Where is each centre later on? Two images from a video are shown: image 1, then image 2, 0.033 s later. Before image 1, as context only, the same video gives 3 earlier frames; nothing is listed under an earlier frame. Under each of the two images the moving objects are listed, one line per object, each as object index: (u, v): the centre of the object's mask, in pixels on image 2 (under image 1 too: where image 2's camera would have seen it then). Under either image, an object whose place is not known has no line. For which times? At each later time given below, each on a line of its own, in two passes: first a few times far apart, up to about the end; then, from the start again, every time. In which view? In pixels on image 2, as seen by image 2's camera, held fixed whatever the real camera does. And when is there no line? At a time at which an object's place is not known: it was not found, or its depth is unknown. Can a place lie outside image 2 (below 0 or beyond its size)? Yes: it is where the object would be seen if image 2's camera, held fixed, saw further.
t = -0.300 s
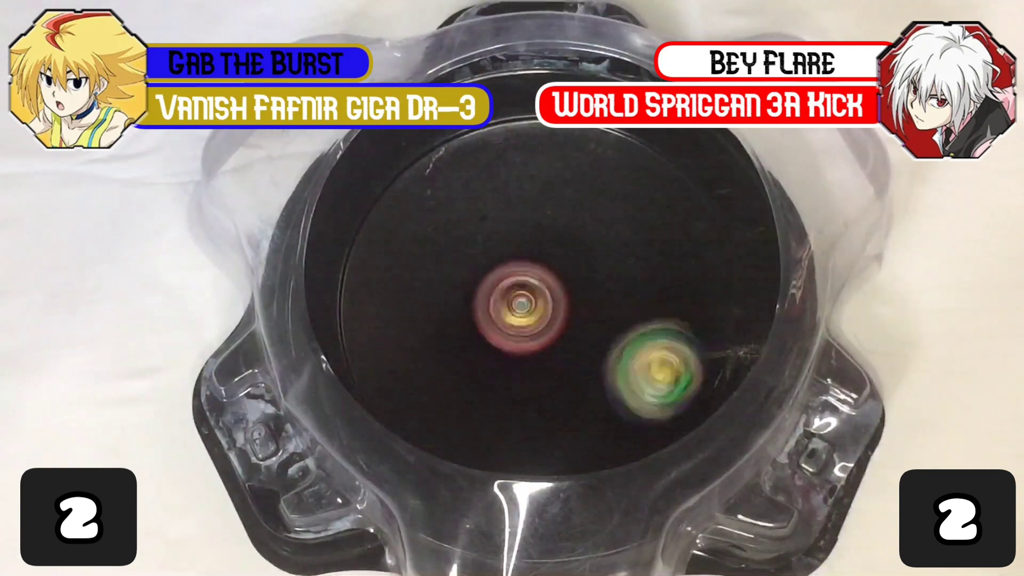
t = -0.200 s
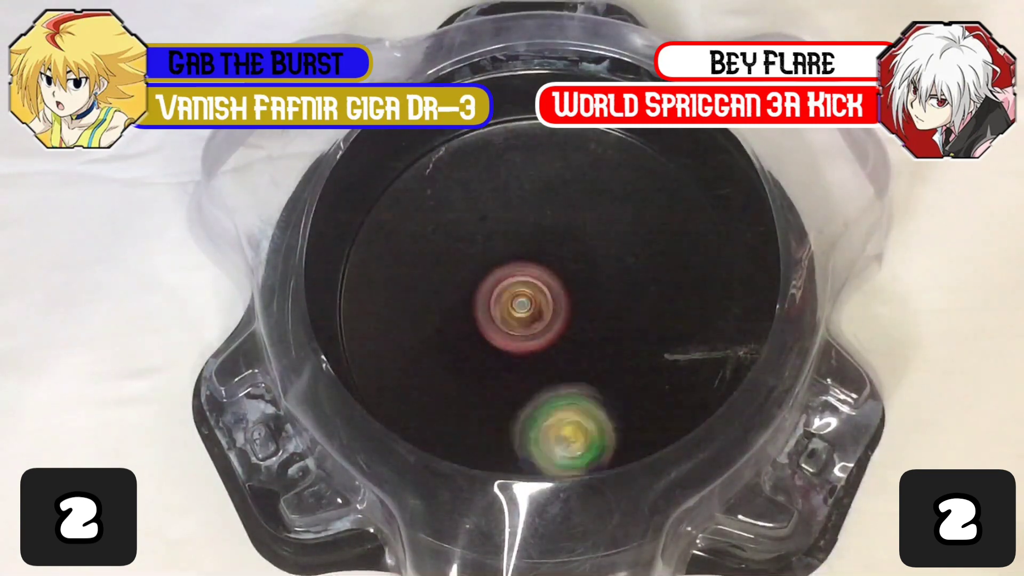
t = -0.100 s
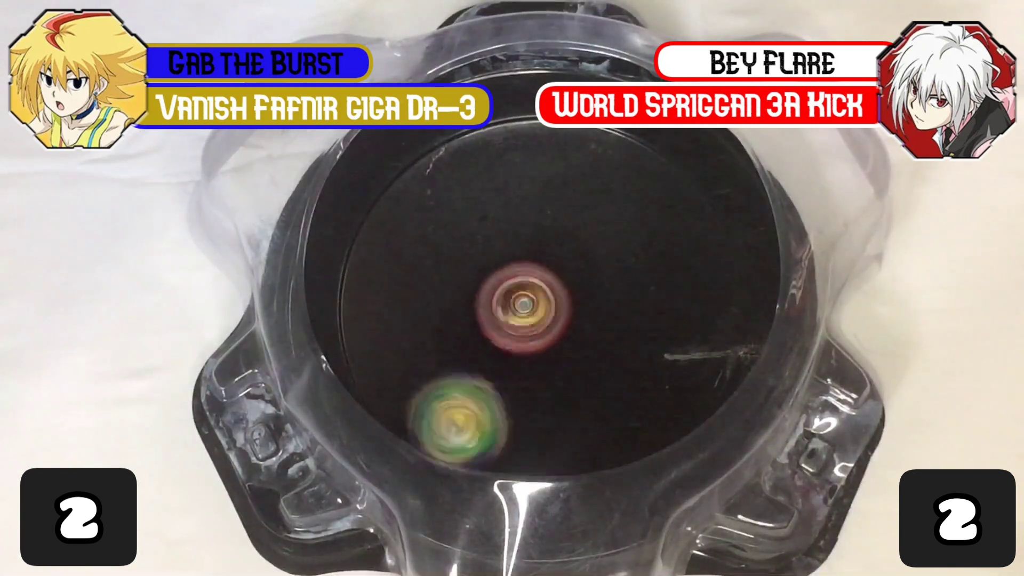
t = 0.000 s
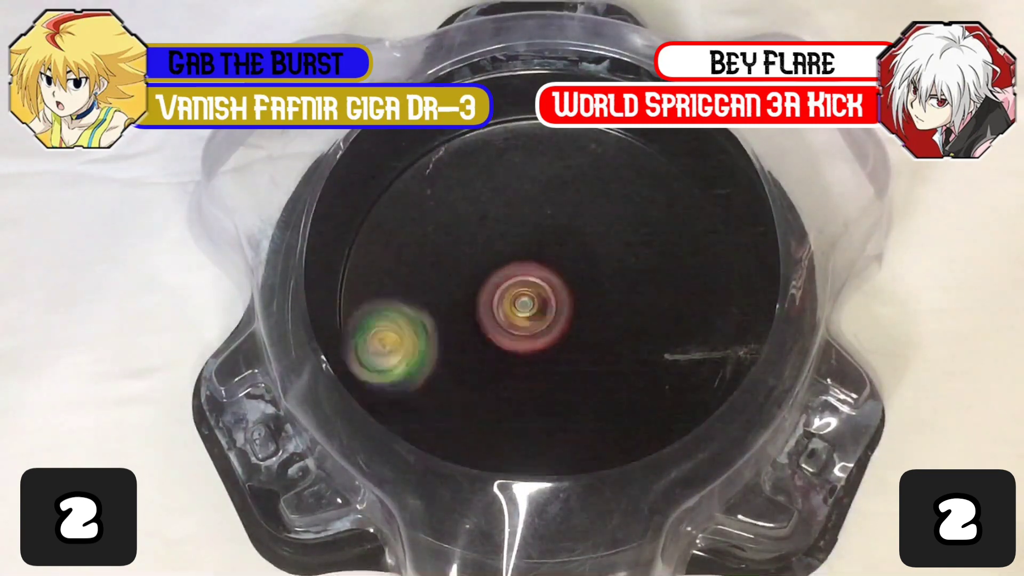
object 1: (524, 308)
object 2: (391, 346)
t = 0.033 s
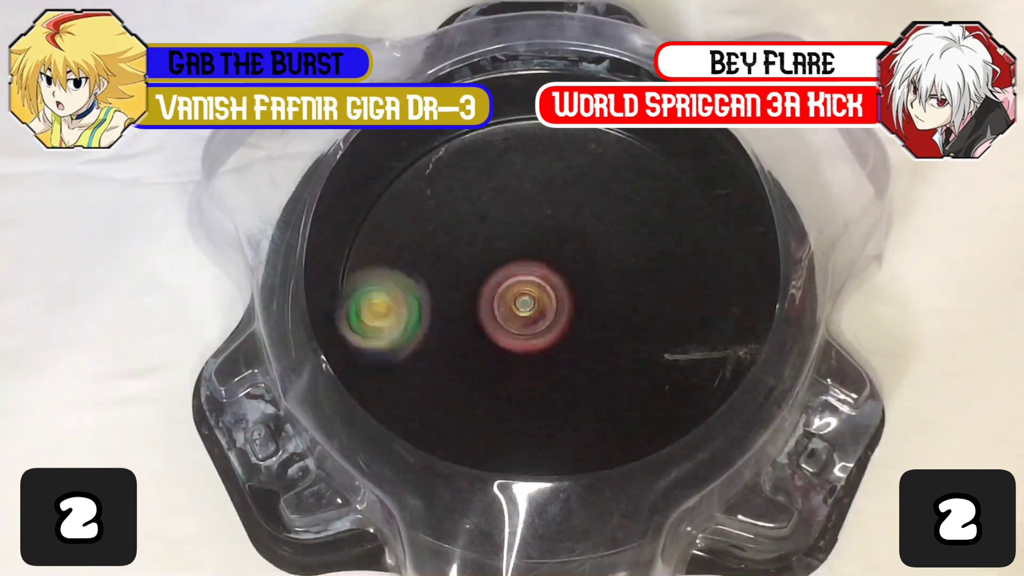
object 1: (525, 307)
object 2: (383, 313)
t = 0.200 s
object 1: (527, 304)
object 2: (460, 175)
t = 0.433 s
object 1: (529, 298)
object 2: (661, 245)
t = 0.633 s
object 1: (528, 294)
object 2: (592, 417)
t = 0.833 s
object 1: (525, 292)
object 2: (413, 366)
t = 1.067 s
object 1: (522, 293)
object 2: (477, 180)
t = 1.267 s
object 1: (521, 296)
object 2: (646, 236)
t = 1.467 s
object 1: (523, 299)
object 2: (599, 401)
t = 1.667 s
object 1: (528, 301)
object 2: (428, 366)
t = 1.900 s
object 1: (533, 301)
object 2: (481, 193)
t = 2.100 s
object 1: (534, 299)
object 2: (631, 241)
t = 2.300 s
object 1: (533, 296)
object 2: (590, 389)
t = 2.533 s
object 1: (530, 295)
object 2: (428, 332)
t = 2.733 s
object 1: (526, 296)
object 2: (490, 206)
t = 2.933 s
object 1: (524, 299)
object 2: (622, 252)
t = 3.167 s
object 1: (522, 303)
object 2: (569, 392)
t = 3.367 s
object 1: (508, 269)
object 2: (453, 395)
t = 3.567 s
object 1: (521, 245)
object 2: (437, 313)
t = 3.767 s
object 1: (563, 202)
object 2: (453, 308)
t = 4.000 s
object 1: (561, 222)
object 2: (520, 323)
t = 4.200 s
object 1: (549, 254)
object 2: (560, 351)
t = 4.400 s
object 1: (511, 253)
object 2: (589, 395)
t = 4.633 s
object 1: (520, 277)
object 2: (569, 376)
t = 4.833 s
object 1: (474, 268)
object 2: (578, 317)
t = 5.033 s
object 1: (479, 265)
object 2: (606, 252)
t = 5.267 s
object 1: (492, 267)
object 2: (603, 255)
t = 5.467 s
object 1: (501, 290)
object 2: (593, 257)
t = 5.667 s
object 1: (501, 318)
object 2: (591, 249)
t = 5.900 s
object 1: (528, 344)
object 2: (556, 254)
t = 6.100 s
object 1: (559, 343)
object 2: (523, 245)
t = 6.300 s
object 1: (573, 313)
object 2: (505, 245)
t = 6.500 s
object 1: (564, 304)
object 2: (478, 249)
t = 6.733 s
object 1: (560, 291)
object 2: (466, 266)
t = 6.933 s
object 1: (578, 286)
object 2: (471, 312)
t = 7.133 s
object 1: (579, 270)
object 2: (514, 335)
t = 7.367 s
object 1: (539, 253)
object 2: (576, 351)
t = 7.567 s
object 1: (493, 274)
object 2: (572, 353)
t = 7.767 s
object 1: (471, 310)
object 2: (574, 349)
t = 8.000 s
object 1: (494, 336)
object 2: (574, 350)
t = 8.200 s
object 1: (491, 327)
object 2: (581, 341)
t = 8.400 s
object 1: (493, 322)
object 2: (578, 343)
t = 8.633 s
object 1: (489, 319)
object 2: (575, 345)
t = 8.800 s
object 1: (488, 311)
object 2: (575, 345)
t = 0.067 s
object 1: (525, 307)
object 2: (382, 281)
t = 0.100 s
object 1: (526, 306)
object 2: (392, 248)
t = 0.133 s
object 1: (526, 306)
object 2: (408, 220)
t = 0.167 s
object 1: (527, 305)
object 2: (431, 194)
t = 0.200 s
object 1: (527, 304)
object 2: (460, 175)
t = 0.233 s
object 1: (528, 303)
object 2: (492, 164)
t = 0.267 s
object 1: (528, 303)
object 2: (525, 160)
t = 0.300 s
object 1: (529, 302)
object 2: (559, 164)
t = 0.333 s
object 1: (529, 301)
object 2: (591, 174)
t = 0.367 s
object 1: (529, 300)
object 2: (620, 192)
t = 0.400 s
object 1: (529, 299)
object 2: (644, 216)
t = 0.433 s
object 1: (529, 298)
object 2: (661, 245)
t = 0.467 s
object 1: (529, 297)
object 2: (670, 277)
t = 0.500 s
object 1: (529, 296)
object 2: (669, 310)
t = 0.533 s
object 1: (529, 296)
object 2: (661, 342)
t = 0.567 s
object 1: (528, 295)
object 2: (645, 372)
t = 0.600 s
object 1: (528, 295)
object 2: (622, 398)
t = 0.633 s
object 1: (528, 294)
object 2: (592, 417)
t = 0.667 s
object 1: (528, 293)
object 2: (560, 428)
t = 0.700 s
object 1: (527, 292)
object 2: (524, 431)
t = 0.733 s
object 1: (527, 292)
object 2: (490, 425)
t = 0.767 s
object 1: (526, 292)
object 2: (459, 412)
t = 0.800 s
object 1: (526, 292)
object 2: (432, 392)
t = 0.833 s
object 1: (525, 292)
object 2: (413, 366)
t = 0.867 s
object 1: (525, 292)
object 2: (399, 337)
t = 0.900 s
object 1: (524, 292)
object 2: (395, 306)
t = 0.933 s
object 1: (524, 292)
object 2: (397, 274)
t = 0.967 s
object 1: (523, 292)
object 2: (409, 245)
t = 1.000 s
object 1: (523, 293)
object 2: (426, 218)
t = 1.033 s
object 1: (522, 293)
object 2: (450, 196)
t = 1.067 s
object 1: (522, 293)
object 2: (477, 180)
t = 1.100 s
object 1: (522, 293)
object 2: (510, 173)
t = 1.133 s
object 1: (521, 294)
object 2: (541, 172)
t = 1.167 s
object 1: (521, 295)
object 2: (573, 178)
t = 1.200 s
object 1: (521, 295)
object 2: (602, 192)
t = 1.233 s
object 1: (521, 296)
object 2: (626, 212)
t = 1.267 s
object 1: (521, 296)
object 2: (646, 236)
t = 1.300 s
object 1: (521, 297)
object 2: (658, 265)
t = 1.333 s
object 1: (522, 298)
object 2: (661, 295)
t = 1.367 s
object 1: (522, 298)
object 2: (656, 325)
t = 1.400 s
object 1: (522, 299)
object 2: (643, 355)
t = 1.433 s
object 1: (522, 300)
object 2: (624, 381)
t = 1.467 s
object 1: (523, 299)
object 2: (599, 401)
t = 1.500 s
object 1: (524, 300)
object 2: (570, 413)
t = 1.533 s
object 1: (525, 301)
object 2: (538, 419)
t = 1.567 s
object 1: (526, 301)
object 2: (505, 415)
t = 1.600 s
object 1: (526, 301)
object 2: (475, 405)
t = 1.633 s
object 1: (527, 301)
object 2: (449, 388)
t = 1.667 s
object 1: (528, 301)
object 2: (428, 366)
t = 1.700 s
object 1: (529, 302)
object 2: (416, 339)
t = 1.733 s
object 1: (529, 302)
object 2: (409, 310)
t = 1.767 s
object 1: (530, 302)
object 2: (411, 281)
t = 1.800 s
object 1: (530, 302)
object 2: (420, 254)
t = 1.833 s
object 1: (531, 301)
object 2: (434, 229)
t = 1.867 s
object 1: (532, 301)
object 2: (456, 208)
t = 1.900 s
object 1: (533, 301)
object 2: (481, 193)
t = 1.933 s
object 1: (533, 301)
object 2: (509, 185)
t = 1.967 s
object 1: (533, 301)
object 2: (538, 183)
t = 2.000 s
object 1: (533, 300)
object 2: (566, 190)
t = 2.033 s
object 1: (534, 299)
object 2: (592, 201)
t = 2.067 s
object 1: (534, 299)
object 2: (614, 219)
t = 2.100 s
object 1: (534, 299)
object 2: (631, 241)
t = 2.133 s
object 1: (534, 298)
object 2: (642, 266)
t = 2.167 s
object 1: (534, 298)
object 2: (646, 293)
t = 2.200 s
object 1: (534, 297)
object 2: (642, 321)
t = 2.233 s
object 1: (534, 296)
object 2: (630, 348)
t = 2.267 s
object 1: (534, 296)
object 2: (612, 370)
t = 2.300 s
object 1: (533, 296)
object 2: (590, 389)
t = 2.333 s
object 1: (533, 295)
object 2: (564, 400)
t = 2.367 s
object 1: (533, 295)
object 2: (535, 406)
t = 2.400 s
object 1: (532, 294)
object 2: (505, 403)
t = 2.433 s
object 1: (532, 294)
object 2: (479, 393)
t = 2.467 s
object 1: (531, 295)
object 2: (457, 376)
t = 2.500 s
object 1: (531, 294)
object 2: (439, 356)
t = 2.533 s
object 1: (530, 295)
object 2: (428, 332)
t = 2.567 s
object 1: (529, 294)
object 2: (423, 307)
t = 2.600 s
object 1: (529, 295)
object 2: (426, 281)
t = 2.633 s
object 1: (528, 295)
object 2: (434, 256)
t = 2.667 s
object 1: (527, 295)
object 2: (448, 235)
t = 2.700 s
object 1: (527, 296)
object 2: (467, 218)
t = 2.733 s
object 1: (526, 296)
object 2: (490, 206)
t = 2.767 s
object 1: (526, 296)
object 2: (515, 200)
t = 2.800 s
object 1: (525, 297)
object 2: (541, 200)
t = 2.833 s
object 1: (525, 298)
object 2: (566, 206)
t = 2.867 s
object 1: (525, 298)
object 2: (588, 217)
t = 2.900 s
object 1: (524, 299)
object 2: (607, 233)
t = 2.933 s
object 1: (524, 299)
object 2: (622, 252)
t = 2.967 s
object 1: (524, 300)
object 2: (631, 274)
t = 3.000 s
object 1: (524, 301)
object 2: (632, 298)
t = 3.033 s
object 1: (524, 301)
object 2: (628, 320)
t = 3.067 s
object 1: (524, 302)
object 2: (619, 343)
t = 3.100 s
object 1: (524, 302)
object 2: (606, 363)
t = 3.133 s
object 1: (522, 303)
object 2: (588, 381)
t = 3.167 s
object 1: (522, 303)
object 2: (569, 392)
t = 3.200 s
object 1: (522, 303)
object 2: (545, 400)
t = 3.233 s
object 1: (521, 302)
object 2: (521, 401)
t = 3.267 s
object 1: (516, 289)
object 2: (503, 407)
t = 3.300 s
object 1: (512, 279)
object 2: (483, 409)
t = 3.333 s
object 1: (510, 272)
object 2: (467, 403)
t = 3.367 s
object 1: (508, 269)
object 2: (453, 395)
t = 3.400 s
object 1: (508, 266)
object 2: (443, 382)
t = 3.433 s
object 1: (508, 265)
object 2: (436, 367)
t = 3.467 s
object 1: (508, 264)
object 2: (434, 350)
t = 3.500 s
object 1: (508, 263)
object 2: (435, 332)
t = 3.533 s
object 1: (515, 254)
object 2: (436, 323)
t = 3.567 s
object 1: (521, 245)
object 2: (437, 313)
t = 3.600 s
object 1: (525, 241)
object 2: (442, 304)
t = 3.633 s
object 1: (528, 237)
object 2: (446, 299)
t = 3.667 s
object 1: (542, 221)
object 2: (445, 305)
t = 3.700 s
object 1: (554, 210)
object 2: (446, 308)
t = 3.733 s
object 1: (560, 203)
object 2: (450, 309)
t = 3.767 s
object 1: (563, 202)
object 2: (453, 308)
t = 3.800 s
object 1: (563, 202)
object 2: (461, 310)
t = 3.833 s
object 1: (563, 204)
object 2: (469, 310)
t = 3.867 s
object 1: (564, 207)
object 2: (479, 311)
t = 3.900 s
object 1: (563, 210)
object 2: (488, 314)
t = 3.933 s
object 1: (562, 214)
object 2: (499, 316)
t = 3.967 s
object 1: (562, 218)
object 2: (510, 319)
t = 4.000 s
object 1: (561, 222)
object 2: (520, 323)
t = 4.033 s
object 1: (559, 225)
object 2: (530, 329)
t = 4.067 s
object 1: (559, 230)
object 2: (538, 334)
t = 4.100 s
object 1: (558, 234)
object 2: (546, 340)
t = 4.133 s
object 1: (556, 238)
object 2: (551, 344)
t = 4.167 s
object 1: (552, 246)
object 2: (555, 348)
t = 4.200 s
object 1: (549, 254)
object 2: (560, 351)
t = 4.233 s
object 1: (537, 254)
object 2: (568, 361)
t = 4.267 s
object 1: (527, 249)
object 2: (576, 373)
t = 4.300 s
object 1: (519, 246)
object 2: (583, 382)
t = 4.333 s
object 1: (514, 246)
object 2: (587, 388)
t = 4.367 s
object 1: (512, 250)
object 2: (589, 394)
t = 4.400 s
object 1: (511, 253)
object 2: (589, 395)
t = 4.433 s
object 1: (512, 256)
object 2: (588, 394)
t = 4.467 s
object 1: (513, 257)
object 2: (586, 393)
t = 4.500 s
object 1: (513, 258)
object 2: (583, 392)
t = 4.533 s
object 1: (514, 261)
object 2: (579, 391)
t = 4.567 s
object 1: (515, 265)
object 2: (576, 388)
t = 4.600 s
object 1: (516, 271)
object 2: (572, 383)
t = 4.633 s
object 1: (520, 277)
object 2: (569, 376)
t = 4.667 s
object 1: (522, 283)
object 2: (565, 368)
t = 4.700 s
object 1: (511, 279)
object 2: (567, 361)
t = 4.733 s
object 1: (495, 272)
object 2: (573, 355)
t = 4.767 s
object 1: (484, 268)
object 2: (574, 343)
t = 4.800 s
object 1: (476, 267)
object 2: (575, 331)
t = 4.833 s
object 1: (474, 268)
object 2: (578, 317)
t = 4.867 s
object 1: (476, 269)
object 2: (581, 305)
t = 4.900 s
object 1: (478, 267)
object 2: (586, 291)
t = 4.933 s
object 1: (477, 266)
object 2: (590, 278)
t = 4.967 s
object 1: (478, 266)
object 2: (595, 268)
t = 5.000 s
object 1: (477, 266)
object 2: (601, 259)
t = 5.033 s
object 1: (479, 265)
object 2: (606, 252)
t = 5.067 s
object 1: (480, 265)
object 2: (610, 247)
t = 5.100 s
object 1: (481, 265)
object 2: (611, 246)
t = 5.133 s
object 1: (482, 265)
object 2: (613, 246)
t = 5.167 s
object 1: (483, 265)
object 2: (613, 247)
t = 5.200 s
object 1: (484, 265)
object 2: (611, 249)
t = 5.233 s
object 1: (488, 266)
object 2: (608, 252)
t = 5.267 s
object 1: (492, 267)
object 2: (603, 255)
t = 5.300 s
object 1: (499, 269)
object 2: (600, 259)
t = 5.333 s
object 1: (500, 271)
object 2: (601, 259)
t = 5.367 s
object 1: (501, 275)
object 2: (599, 257)
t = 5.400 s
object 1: (501, 280)
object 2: (597, 256)
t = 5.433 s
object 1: (500, 285)
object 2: (595, 257)
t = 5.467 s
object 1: (501, 290)
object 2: (593, 257)
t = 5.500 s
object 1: (502, 292)
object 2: (593, 258)
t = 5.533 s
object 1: (500, 298)
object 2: (595, 251)
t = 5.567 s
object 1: (499, 303)
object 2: (594, 247)
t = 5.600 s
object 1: (498, 308)
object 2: (593, 250)
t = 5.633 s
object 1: (499, 313)
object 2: (595, 250)
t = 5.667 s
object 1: (501, 318)
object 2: (591, 249)
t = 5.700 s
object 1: (503, 322)
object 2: (586, 251)
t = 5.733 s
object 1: (506, 326)
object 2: (583, 254)
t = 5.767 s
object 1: (510, 331)
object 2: (580, 255)
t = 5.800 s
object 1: (514, 333)
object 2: (573, 254)
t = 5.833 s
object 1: (518, 336)
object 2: (568, 256)
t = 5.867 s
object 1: (523, 340)
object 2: (563, 256)
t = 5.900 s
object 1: (528, 344)
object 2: (556, 254)
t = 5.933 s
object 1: (534, 348)
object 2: (551, 254)
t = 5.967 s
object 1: (539, 349)
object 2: (543, 252)
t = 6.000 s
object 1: (545, 349)
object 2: (537, 250)
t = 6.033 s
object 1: (549, 348)
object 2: (532, 248)
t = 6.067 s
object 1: (554, 345)
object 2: (526, 247)
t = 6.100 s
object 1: (559, 343)
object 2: (523, 245)
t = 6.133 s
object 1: (561, 339)
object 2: (519, 242)
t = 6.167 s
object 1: (565, 333)
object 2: (516, 242)
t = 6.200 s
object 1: (567, 329)
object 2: (514, 243)
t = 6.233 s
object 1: (567, 324)
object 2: (512, 244)
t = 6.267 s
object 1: (569, 316)
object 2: (512, 245)
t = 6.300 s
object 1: (573, 313)
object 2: (505, 245)
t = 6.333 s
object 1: (577, 312)
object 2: (497, 245)
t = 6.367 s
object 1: (576, 311)
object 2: (490, 248)
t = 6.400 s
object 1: (573, 311)
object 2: (487, 248)
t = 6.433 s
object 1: (571, 308)
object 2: (483, 249)
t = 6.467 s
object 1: (568, 305)
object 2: (480, 247)
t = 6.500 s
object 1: (564, 304)
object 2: (478, 249)
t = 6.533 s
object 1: (559, 301)
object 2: (478, 251)
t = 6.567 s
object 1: (557, 299)
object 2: (476, 251)
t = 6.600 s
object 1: (562, 299)
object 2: (471, 253)
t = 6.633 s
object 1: (565, 298)
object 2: (467, 258)
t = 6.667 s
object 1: (566, 294)
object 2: (467, 263)
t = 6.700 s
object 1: (564, 292)
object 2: (468, 264)
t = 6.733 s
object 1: (560, 291)
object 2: (466, 266)
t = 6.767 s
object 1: (557, 292)
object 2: (465, 271)
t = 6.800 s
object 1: (558, 292)
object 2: (462, 280)
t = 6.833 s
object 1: (562, 291)
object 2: (464, 288)
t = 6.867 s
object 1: (569, 289)
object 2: (465, 296)
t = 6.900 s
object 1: (574, 287)
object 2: (467, 306)
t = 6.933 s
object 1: (578, 286)
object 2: (471, 312)
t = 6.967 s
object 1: (583, 284)
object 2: (475, 318)
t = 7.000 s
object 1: (585, 282)
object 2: (480, 324)
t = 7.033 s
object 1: (583, 281)
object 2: (486, 329)
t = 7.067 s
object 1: (580, 281)
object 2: (495, 331)
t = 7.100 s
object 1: (580, 277)
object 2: (505, 332)
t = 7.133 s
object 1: (579, 270)
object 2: (514, 335)
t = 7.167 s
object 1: (575, 266)
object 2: (527, 335)
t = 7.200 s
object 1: (570, 261)
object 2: (539, 338)
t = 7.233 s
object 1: (565, 257)
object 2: (551, 341)
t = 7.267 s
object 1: (559, 255)
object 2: (559, 345)
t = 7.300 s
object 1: (554, 255)
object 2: (567, 349)
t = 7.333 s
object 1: (546, 253)
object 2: (572, 351)
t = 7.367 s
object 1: (539, 253)
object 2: (576, 351)
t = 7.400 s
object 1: (531, 256)
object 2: (578, 351)
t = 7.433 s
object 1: (524, 257)
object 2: (579, 351)
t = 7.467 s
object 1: (515, 260)
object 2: (579, 352)
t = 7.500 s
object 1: (507, 264)
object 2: (577, 352)
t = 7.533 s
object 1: (501, 270)
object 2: (575, 353)
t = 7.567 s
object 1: (493, 274)
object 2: (572, 353)
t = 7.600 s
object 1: (487, 280)
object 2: (571, 353)
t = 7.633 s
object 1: (481, 286)
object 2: (570, 352)
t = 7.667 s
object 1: (477, 292)
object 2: (571, 351)
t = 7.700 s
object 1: (473, 297)
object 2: (572, 350)
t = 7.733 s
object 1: (471, 304)
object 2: (573, 349)
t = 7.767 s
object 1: (471, 310)
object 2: (574, 349)
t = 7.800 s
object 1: (472, 315)
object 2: (574, 349)
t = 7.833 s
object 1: (473, 321)
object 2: (573, 349)
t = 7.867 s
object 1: (477, 326)
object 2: (572, 350)
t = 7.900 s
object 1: (482, 331)
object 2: (572, 350)
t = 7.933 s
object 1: (489, 335)
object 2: (573, 350)
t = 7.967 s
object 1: (491, 335)
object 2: (573, 351)
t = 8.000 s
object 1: (494, 336)
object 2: (574, 350)
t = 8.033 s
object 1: (492, 335)
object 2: (575, 349)
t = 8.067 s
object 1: (494, 334)
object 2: (576, 347)
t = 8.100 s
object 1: (496, 332)
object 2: (578, 346)
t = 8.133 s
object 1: (494, 331)
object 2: (580, 343)
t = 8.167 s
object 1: (492, 329)
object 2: (581, 342)
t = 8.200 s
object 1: (491, 327)
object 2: (581, 341)
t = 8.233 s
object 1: (490, 325)
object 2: (581, 340)
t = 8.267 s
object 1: (489, 321)
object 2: (581, 340)
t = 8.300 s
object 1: (488, 321)
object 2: (581, 340)
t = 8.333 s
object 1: (489, 323)
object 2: (580, 341)
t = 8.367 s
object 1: (491, 324)
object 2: (579, 341)
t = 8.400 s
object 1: (493, 322)
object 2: (578, 343)
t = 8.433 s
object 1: (492, 320)
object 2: (576, 344)
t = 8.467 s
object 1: (490, 320)
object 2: (575, 345)
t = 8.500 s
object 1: (489, 320)
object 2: (574, 346)
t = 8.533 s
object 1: (489, 320)
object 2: (573, 346)
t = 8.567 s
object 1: (491, 321)
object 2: (575, 345)
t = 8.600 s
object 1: (491, 319)
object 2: (575, 345)
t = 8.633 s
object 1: (489, 319)
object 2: (575, 345)
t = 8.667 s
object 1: (487, 318)
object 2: (575, 345)
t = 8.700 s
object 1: (487, 316)
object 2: (575, 345)
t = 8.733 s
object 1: (487, 315)
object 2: (575, 345)
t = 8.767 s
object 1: (487, 312)
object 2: (575, 345)
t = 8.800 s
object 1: (488, 311)
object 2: (575, 345)
